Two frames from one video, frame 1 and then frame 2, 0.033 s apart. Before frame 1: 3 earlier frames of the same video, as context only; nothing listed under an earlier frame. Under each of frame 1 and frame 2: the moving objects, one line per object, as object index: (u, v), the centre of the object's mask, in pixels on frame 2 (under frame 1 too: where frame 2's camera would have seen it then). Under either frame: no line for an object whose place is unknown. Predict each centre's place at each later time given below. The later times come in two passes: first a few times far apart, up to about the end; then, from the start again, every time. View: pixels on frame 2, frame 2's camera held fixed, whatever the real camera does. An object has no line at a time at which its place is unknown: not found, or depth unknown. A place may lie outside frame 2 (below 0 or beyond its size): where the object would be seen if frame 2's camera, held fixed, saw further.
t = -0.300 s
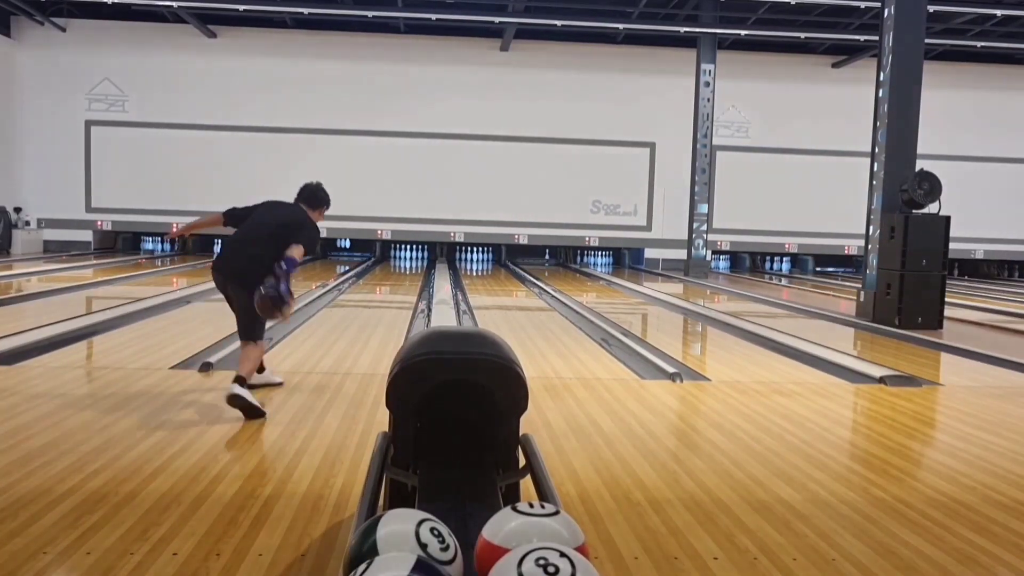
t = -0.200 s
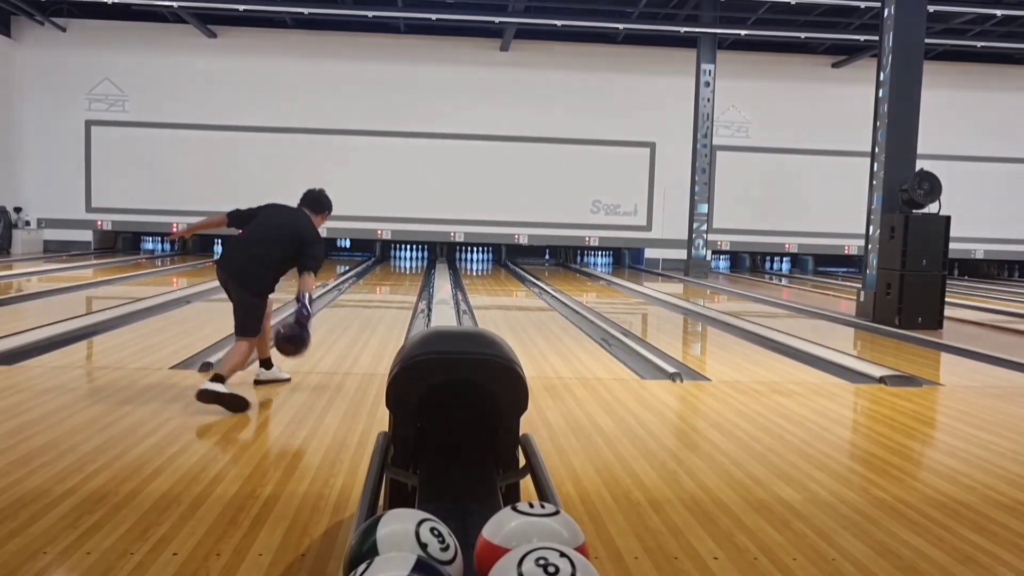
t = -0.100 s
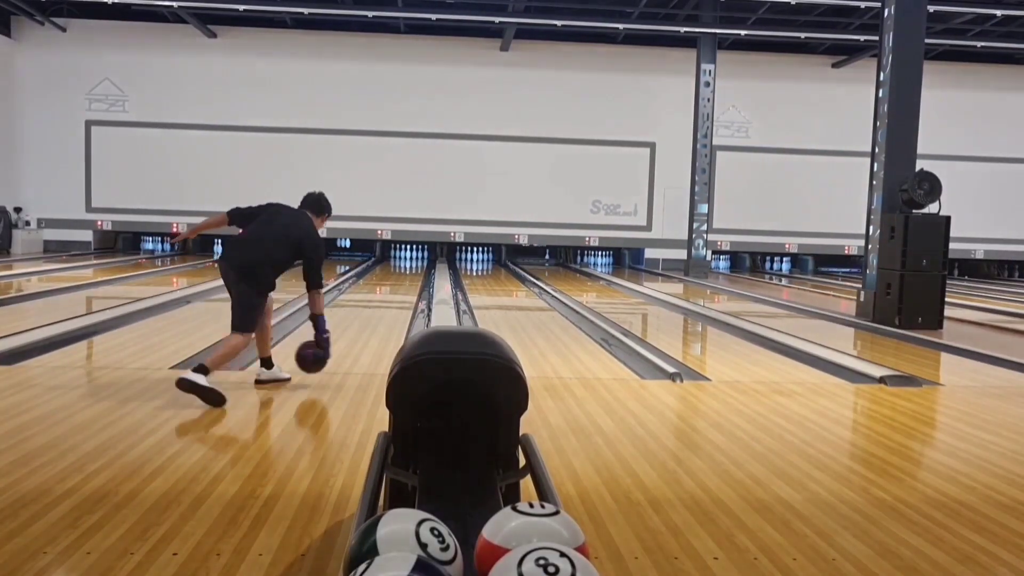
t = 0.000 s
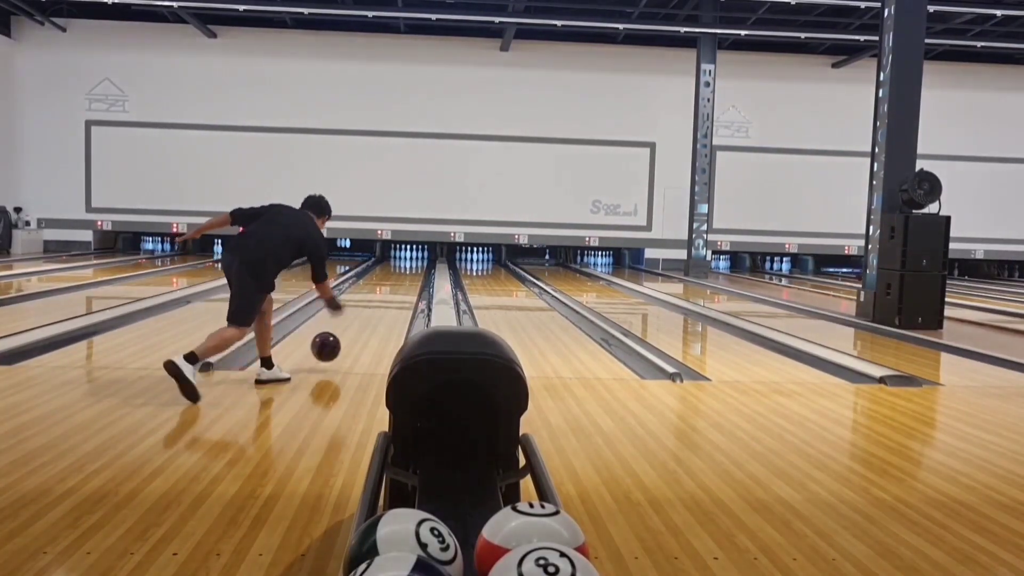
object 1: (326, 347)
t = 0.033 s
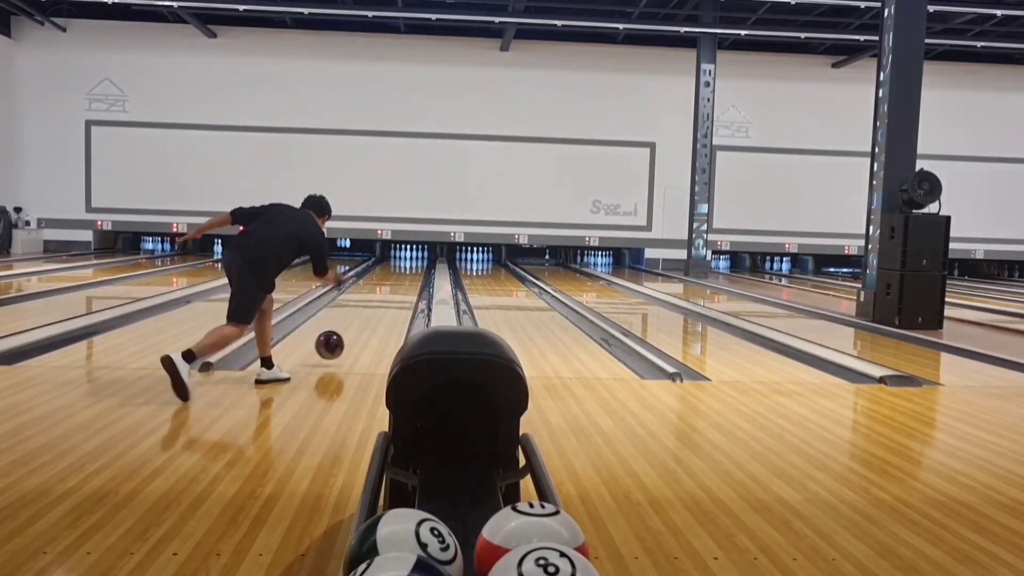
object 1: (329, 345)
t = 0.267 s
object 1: (352, 328)
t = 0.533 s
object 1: (369, 311)
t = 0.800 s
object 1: (381, 298)
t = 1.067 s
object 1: (390, 289)
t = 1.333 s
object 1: (397, 281)
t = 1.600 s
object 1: (402, 274)
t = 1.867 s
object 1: (405, 270)
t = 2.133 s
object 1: (409, 266)
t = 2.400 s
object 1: (410, 263)
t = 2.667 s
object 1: (409, 260)
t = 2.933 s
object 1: (407, 258)
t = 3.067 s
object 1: (405, 256)
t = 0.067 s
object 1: (333, 345)
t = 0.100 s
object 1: (337, 343)
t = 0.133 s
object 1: (340, 339)
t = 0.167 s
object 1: (343, 336)
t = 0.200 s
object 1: (347, 334)
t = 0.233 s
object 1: (349, 331)
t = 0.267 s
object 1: (352, 328)
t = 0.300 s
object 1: (355, 325)
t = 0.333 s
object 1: (356, 324)
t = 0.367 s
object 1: (359, 322)
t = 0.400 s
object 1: (361, 319)
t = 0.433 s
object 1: (363, 317)
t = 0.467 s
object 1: (365, 315)
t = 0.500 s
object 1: (367, 313)
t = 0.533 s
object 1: (369, 311)
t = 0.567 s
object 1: (371, 309)
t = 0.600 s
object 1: (373, 307)
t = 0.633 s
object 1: (374, 305)
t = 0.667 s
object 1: (376, 303)
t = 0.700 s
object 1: (377, 302)
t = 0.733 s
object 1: (379, 300)
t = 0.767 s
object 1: (380, 299)
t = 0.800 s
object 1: (381, 298)
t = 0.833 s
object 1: (383, 296)
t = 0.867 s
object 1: (383, 295)
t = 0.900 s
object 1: (384, 294)
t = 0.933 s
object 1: (385, 293)
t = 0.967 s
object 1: (386, 292)
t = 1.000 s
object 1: (387, 291)
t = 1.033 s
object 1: (389, 290)
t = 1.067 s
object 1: (390, 289)
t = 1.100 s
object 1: (391, 288)
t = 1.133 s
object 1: (392, 286)
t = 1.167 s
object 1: (393, 285)
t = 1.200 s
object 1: (394, 284)
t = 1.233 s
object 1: (394, 283)
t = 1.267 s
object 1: (395, 283)
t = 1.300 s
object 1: (396, 282)
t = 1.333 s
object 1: (397, 281)
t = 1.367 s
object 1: (398, 280)
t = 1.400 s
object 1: (399, 279)
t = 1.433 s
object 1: (399, 279)
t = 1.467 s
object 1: (400, 277)
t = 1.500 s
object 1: (400, 276)
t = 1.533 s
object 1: (401, 276)
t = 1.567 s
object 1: (401, 275)
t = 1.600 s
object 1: (402, 274)
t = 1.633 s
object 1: (403, 274)
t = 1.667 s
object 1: (403, 273)
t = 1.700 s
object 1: (404, 272)
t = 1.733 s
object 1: (405, 272)
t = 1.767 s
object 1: (405, 271)
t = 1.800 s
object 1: (405, 271)
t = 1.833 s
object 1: (406, 270)
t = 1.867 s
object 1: (405, 270)
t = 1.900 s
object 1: (406, 269)
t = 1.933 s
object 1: (407, 268)
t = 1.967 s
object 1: (407, 268)
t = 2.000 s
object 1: (407, 267)
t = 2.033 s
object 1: (408, 267)
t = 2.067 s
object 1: (409, 266)
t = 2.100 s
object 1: (409, 267)
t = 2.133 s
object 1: (409, 266)
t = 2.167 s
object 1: (409, 266)
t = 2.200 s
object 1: (409, 265)
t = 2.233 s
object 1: (410, 265)
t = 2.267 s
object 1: (410, 264)
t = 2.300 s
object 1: (410, 263)
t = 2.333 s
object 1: (410, 263)
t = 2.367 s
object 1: (411, 263)
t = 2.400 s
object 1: (410, 263)
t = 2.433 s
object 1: (410, 262)
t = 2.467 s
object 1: (410, 262)
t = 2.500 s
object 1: (410, 261)
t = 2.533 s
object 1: (410, 261)
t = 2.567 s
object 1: (410, 261)
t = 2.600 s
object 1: (410, 260)
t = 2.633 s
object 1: (410, 260)
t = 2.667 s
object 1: (409, 260)
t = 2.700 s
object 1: (409, 259)
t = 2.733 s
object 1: (409, 259)
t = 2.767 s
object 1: (409, 260)
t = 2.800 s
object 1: (408, 259)
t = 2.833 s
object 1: (408, 259)
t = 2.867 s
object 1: (408, 259)
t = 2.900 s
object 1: (408, 258)
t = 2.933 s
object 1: (407, 258)
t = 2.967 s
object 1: (407, 257)
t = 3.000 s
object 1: (407, 257)
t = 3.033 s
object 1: (406, 257)
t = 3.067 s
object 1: (405, 256)
